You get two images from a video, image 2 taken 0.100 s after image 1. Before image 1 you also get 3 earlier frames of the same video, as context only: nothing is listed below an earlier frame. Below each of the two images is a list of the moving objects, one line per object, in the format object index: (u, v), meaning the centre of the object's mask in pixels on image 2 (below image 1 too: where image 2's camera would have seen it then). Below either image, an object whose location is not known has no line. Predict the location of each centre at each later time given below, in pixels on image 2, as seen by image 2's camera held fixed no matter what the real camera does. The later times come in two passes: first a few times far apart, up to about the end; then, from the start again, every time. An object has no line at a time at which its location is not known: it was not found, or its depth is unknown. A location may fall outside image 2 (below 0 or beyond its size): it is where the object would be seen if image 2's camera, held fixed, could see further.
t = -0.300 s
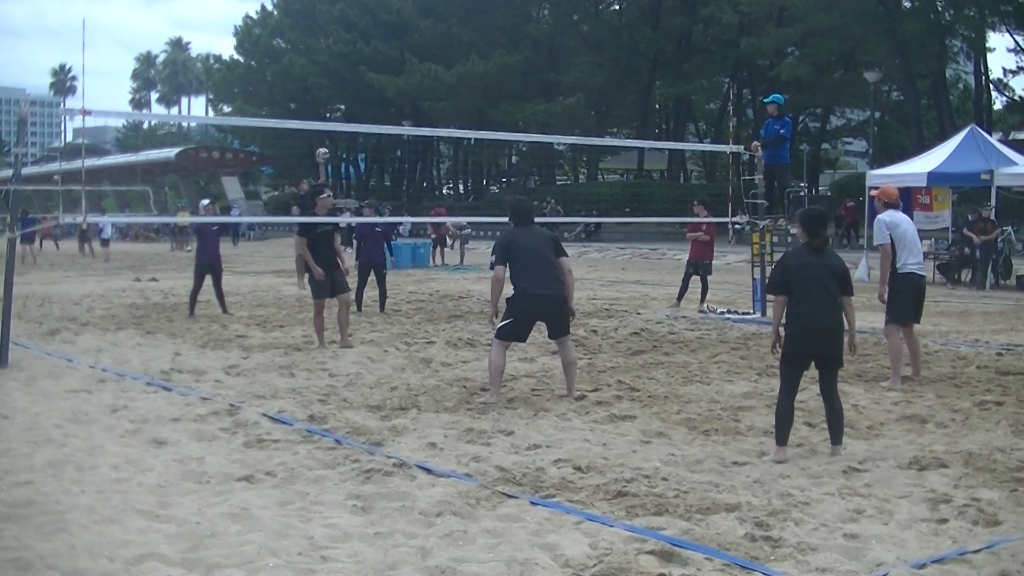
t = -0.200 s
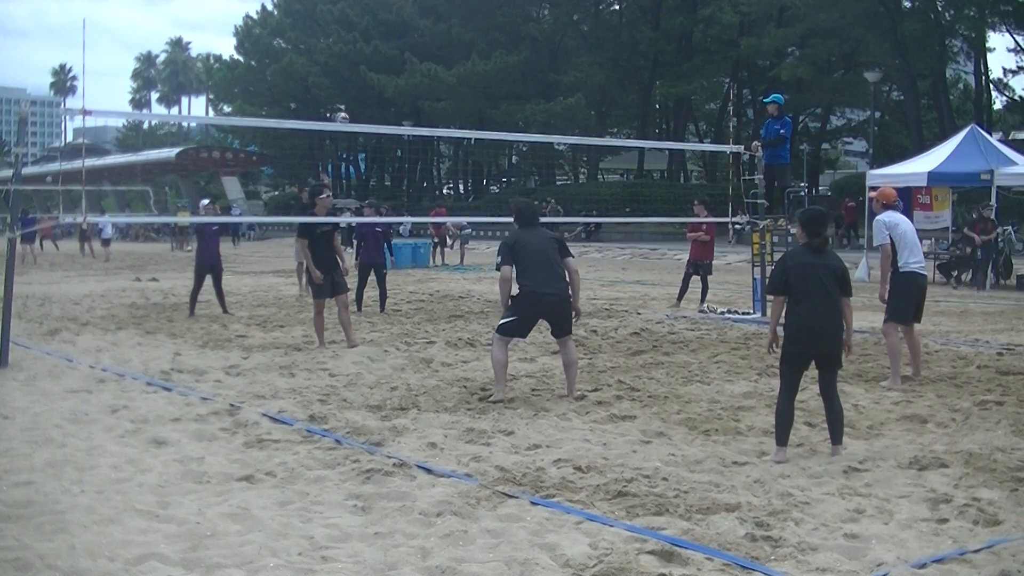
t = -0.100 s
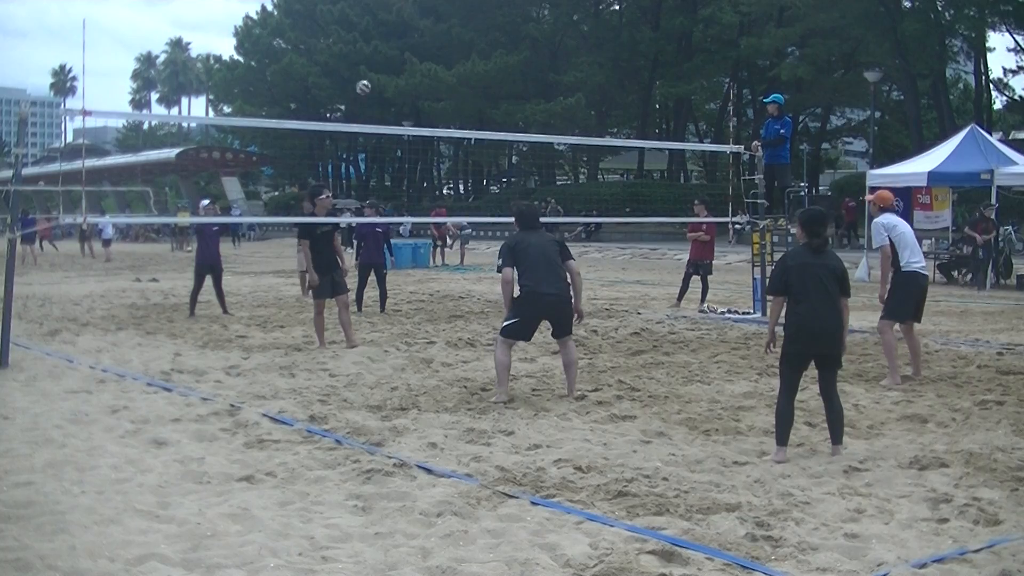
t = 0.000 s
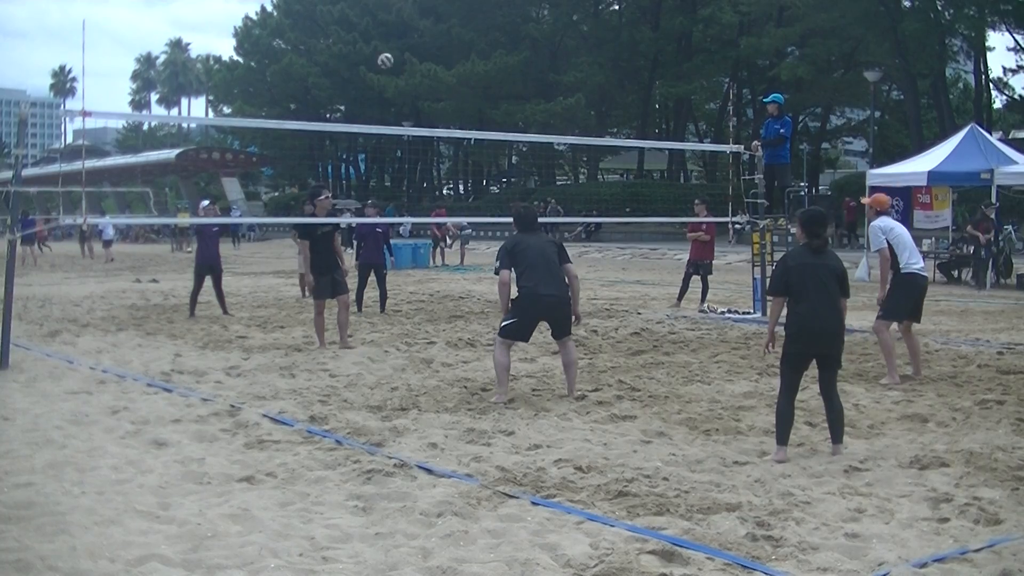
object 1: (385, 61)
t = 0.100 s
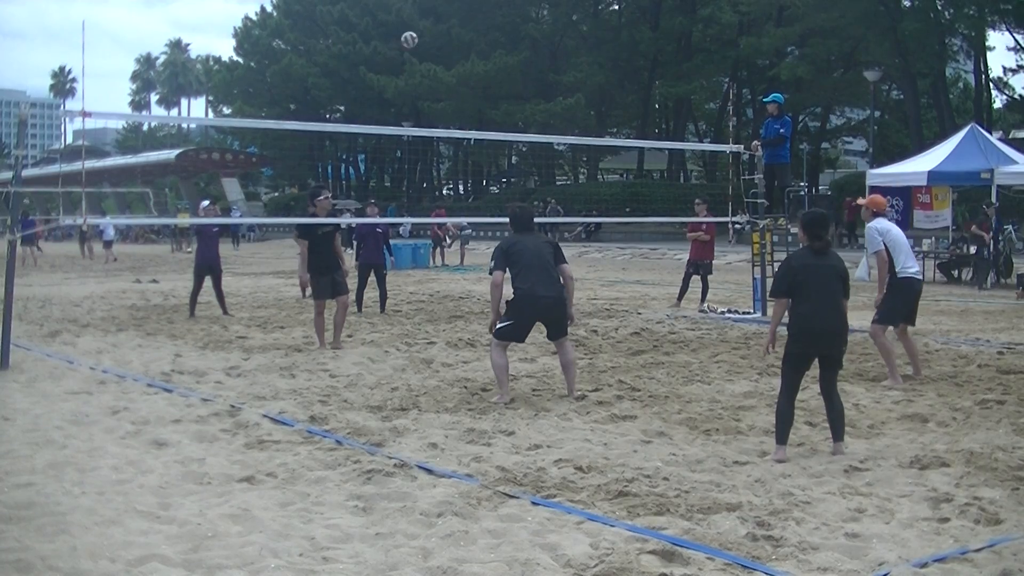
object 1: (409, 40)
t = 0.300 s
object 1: (462, 14)
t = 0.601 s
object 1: (559, 38)
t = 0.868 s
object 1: (673, 158)
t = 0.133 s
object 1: (417, 34)
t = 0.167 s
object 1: (426, 28)
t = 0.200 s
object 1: (435, 24)
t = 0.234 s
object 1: (444, 20)
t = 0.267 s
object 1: (453, 16)
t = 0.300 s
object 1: (462, 14)
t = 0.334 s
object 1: (472, 12)
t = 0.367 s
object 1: (482, 11)
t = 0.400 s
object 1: (492, 12)
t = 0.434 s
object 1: (502, 14)
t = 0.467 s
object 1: (513, 16)
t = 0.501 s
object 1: (524, 20)
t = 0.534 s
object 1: (535, 24)
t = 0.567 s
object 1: (547, 31)
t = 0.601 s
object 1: (559, 38)
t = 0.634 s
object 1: (571, 47)
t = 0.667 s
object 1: (584, 57)
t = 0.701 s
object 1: (598, 69)
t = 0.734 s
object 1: (612, 83)
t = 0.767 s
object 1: (626, 98)
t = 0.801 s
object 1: (641, 116)
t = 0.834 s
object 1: (656, 136)
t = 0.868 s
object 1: (673, 158)
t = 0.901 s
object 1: (689, 183)
